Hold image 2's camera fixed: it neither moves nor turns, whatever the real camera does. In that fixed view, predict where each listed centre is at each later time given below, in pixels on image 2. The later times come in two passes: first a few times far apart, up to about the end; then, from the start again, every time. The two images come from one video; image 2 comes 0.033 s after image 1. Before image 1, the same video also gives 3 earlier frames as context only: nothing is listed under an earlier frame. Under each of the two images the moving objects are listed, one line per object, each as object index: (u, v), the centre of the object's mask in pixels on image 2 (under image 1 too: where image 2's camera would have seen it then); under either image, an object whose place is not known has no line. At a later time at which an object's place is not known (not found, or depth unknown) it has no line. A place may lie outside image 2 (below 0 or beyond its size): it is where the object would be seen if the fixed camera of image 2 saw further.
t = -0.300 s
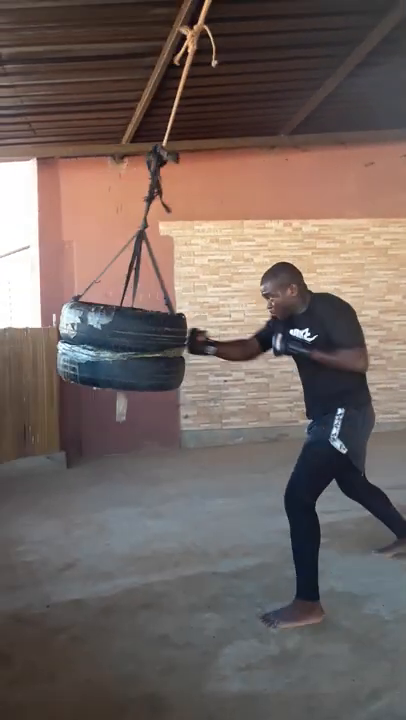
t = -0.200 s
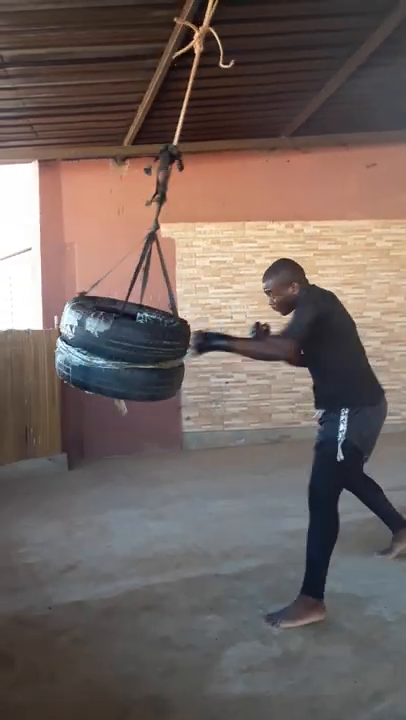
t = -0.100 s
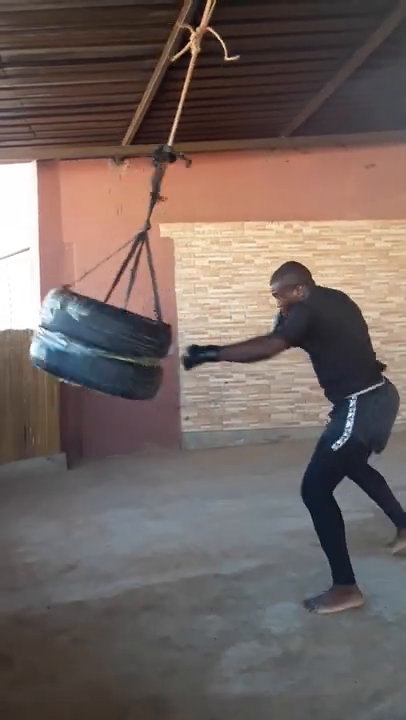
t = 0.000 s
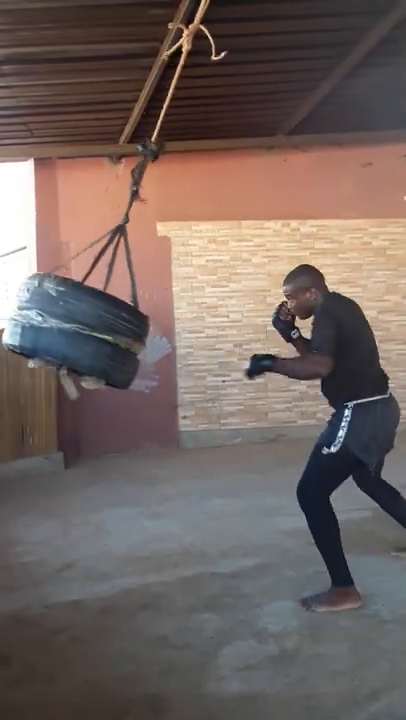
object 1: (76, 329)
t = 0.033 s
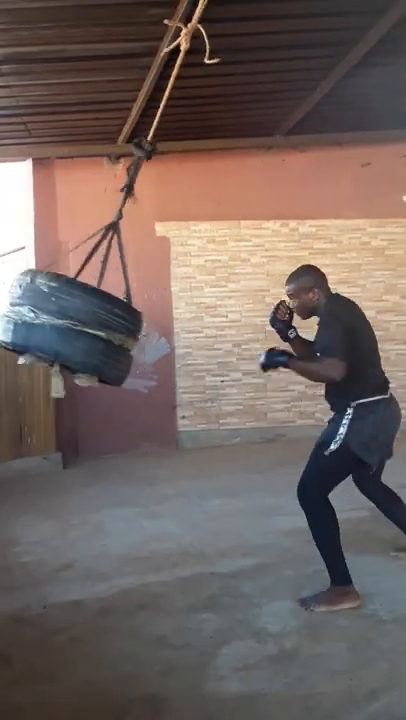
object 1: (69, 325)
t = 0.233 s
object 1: (60, 330)
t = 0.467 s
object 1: (79, 332)
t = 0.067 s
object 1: (66, 323)
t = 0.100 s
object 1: (63, 324)
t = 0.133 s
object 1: (61, 326)
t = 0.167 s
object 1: (59, 328)
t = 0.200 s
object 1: (59, 330)
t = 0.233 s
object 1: (60, 330)
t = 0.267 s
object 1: (61, 330)
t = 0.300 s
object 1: (62, 330)
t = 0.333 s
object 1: (63, 331)
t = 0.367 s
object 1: (66, 332)
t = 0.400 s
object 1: (69, 332)
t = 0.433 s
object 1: (73, 331)
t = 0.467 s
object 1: (79, 332)
